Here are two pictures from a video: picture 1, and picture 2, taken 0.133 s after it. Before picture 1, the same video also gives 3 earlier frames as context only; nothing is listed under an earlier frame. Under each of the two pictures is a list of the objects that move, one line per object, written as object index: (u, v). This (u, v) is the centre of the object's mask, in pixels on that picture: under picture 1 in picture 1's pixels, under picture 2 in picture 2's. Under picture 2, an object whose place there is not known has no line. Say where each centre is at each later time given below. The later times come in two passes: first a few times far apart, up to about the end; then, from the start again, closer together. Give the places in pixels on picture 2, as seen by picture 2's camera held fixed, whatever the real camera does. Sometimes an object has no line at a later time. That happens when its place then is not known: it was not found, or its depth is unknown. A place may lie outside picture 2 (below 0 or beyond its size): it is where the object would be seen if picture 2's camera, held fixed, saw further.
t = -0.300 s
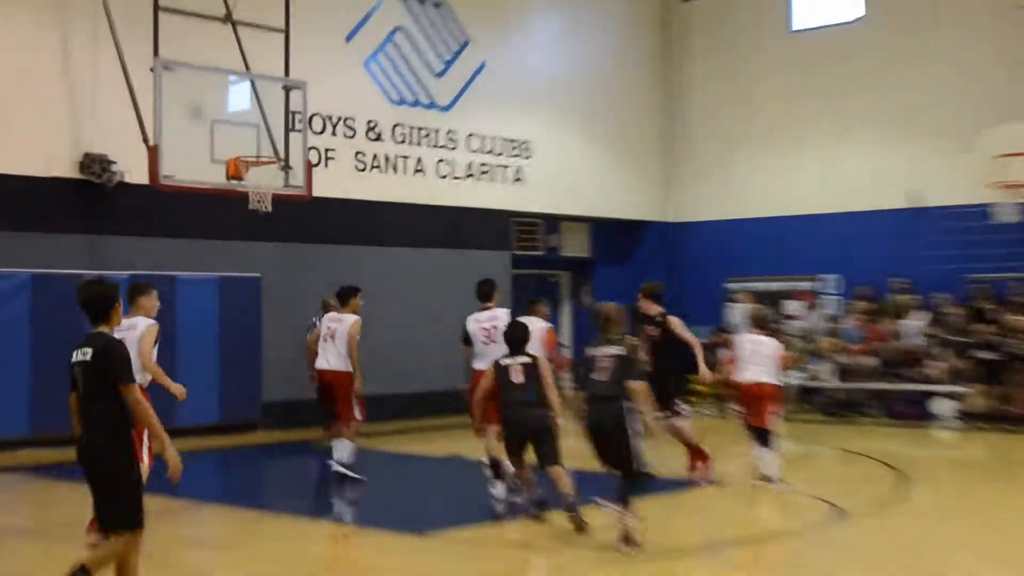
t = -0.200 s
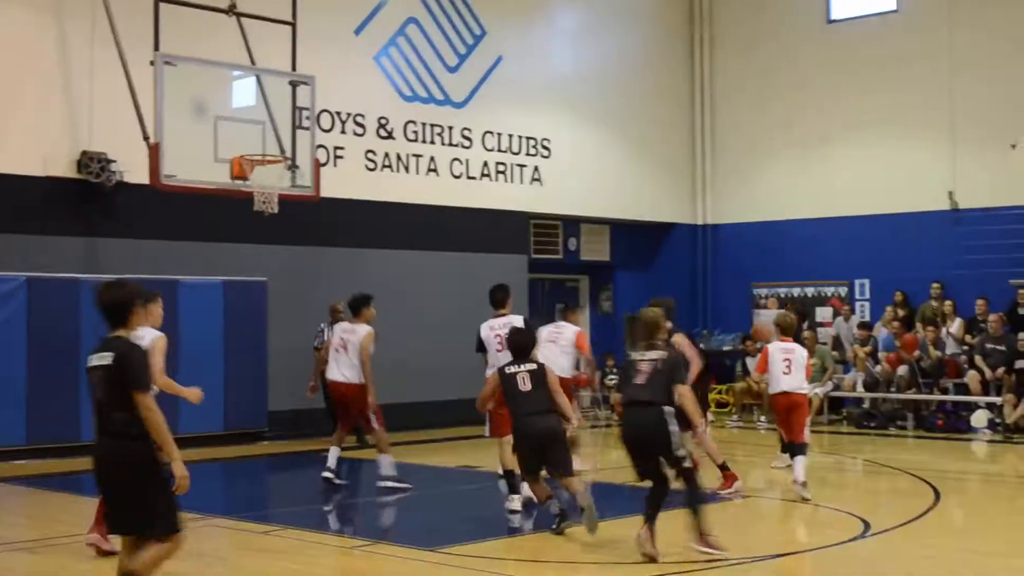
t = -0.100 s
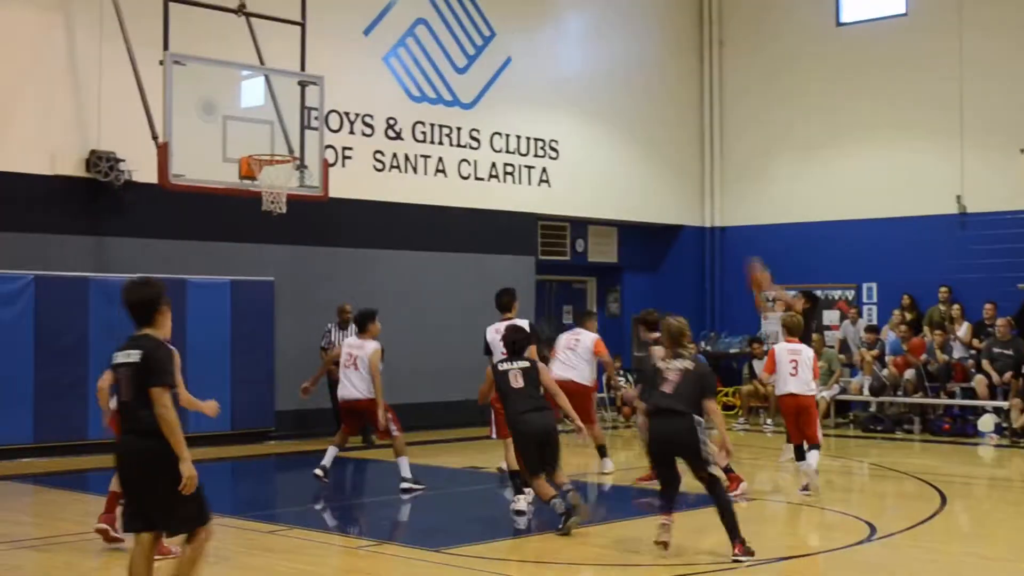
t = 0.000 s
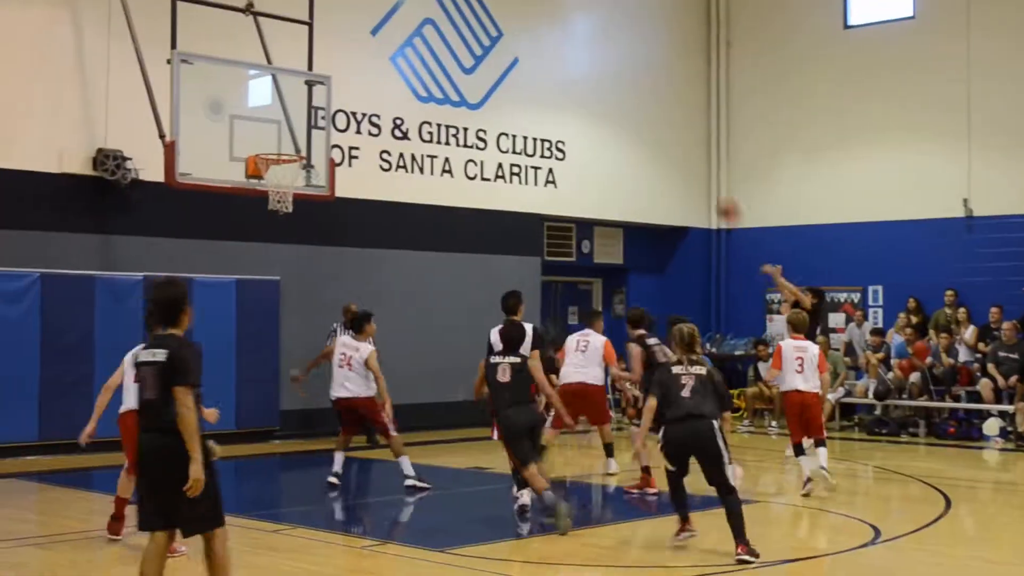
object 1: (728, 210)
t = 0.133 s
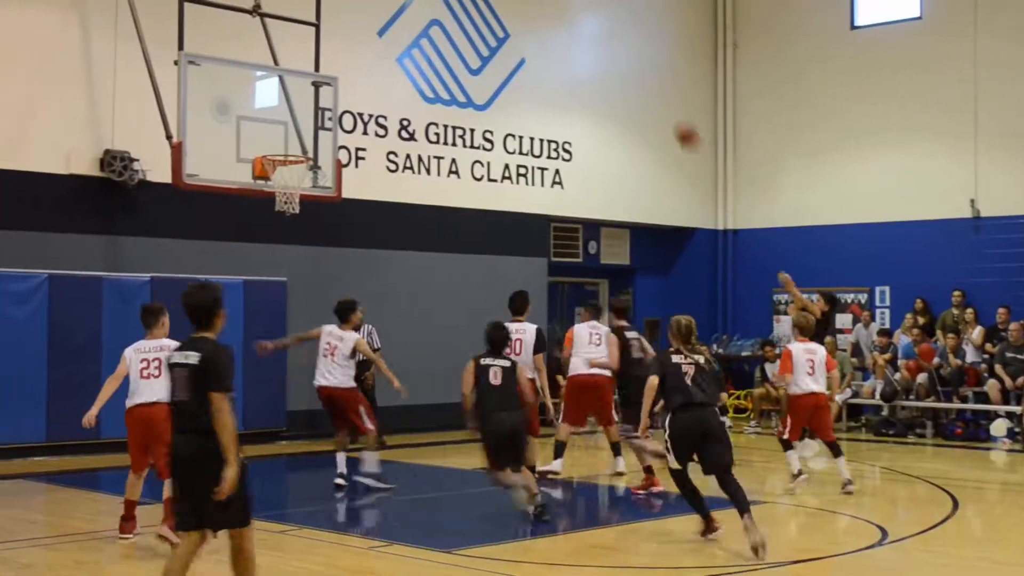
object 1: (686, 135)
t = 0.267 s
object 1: (638, 76)
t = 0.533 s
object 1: (544, 10)
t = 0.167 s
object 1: (675, 118)
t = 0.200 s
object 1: (663, 103)
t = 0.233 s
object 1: (651, 89)
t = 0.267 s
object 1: (638, 76)
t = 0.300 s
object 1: (628, 63)
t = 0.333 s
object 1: (616, 53)
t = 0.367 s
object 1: (604, 43)
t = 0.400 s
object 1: (592, 34)
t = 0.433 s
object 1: (580, 26)
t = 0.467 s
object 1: (568, 21)
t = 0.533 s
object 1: (544, 10)
